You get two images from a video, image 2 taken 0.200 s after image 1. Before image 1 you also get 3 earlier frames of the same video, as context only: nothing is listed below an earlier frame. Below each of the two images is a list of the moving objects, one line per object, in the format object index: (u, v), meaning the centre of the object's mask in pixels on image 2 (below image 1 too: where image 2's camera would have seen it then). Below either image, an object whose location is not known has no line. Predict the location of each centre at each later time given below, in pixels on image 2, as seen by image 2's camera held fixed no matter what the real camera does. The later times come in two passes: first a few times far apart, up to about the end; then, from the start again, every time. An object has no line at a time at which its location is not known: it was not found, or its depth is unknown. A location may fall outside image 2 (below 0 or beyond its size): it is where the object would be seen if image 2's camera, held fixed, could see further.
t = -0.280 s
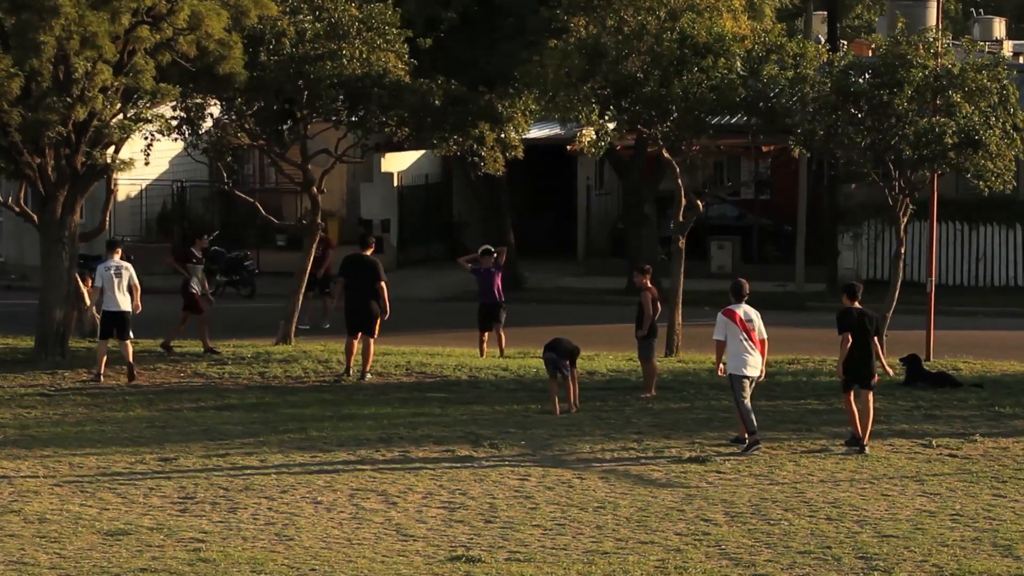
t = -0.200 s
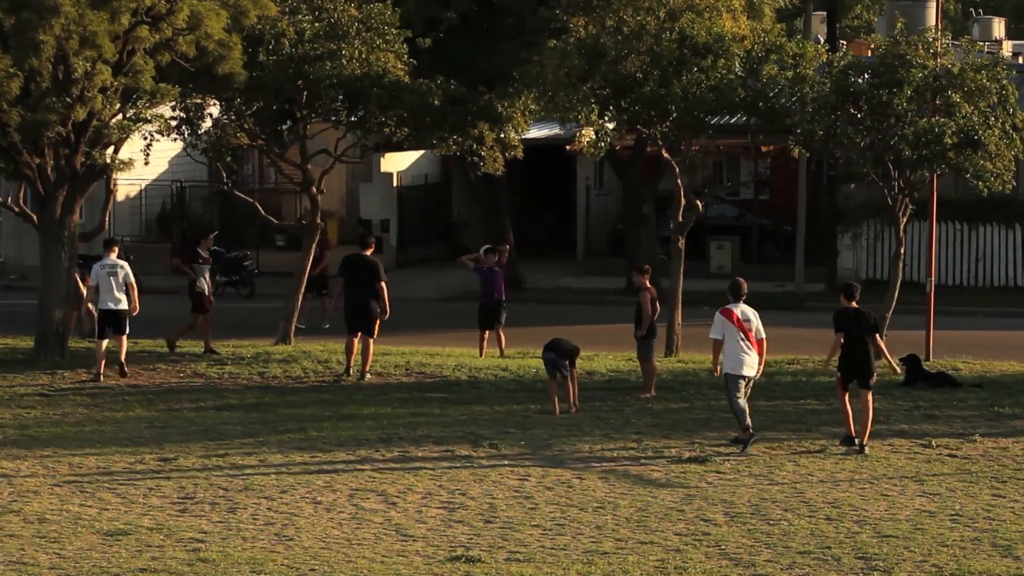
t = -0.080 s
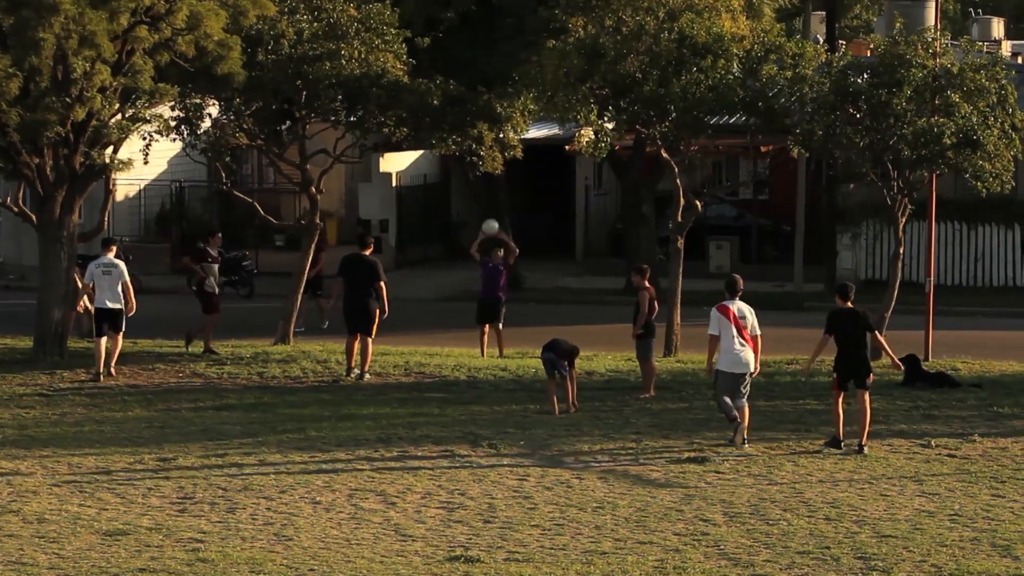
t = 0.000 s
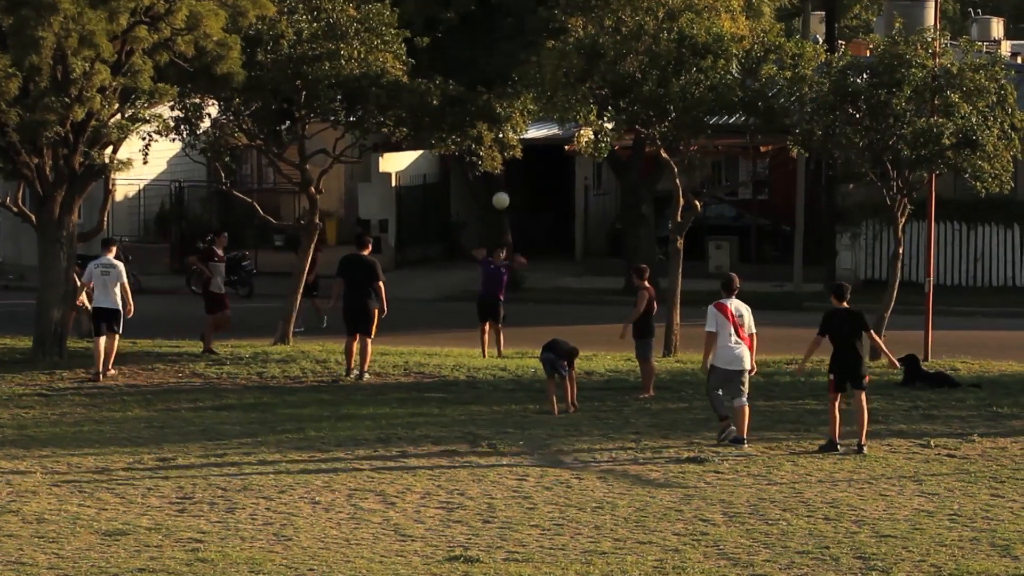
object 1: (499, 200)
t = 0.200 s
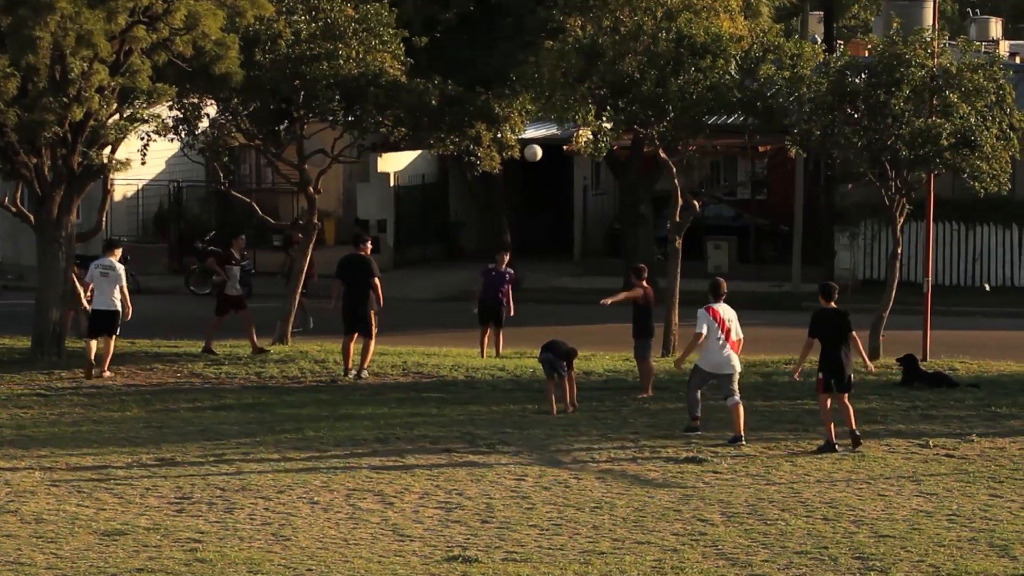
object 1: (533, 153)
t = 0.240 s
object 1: (540, 147)
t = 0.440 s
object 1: (582, 134)
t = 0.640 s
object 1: (630, 155)
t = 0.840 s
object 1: (684, 212)
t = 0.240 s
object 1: (540, 147)
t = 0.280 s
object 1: (548, 142)
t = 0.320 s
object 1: (556, 138)
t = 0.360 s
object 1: (565, 136)
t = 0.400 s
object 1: (574, 134)
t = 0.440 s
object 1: (582, 134)
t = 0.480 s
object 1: (592, 136)
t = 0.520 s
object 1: (601, 137)
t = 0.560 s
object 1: (611, 142)
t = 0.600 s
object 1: (620, 148)
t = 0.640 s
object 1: (630, 155)
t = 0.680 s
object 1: (641, 163)
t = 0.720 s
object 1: (651, 173)
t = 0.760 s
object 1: (662, 184)
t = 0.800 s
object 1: (673, 197)
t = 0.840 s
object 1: (684, 212)
